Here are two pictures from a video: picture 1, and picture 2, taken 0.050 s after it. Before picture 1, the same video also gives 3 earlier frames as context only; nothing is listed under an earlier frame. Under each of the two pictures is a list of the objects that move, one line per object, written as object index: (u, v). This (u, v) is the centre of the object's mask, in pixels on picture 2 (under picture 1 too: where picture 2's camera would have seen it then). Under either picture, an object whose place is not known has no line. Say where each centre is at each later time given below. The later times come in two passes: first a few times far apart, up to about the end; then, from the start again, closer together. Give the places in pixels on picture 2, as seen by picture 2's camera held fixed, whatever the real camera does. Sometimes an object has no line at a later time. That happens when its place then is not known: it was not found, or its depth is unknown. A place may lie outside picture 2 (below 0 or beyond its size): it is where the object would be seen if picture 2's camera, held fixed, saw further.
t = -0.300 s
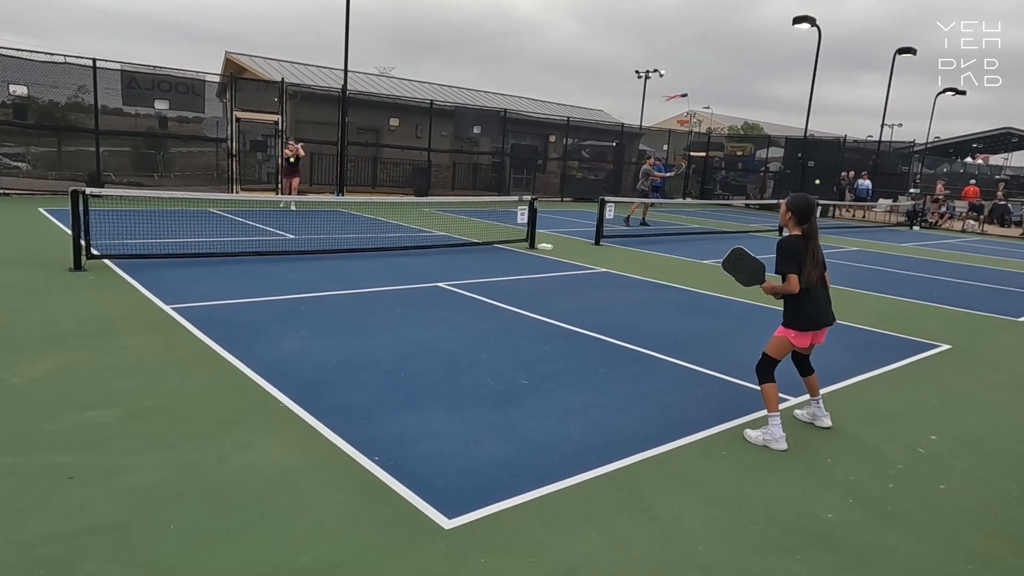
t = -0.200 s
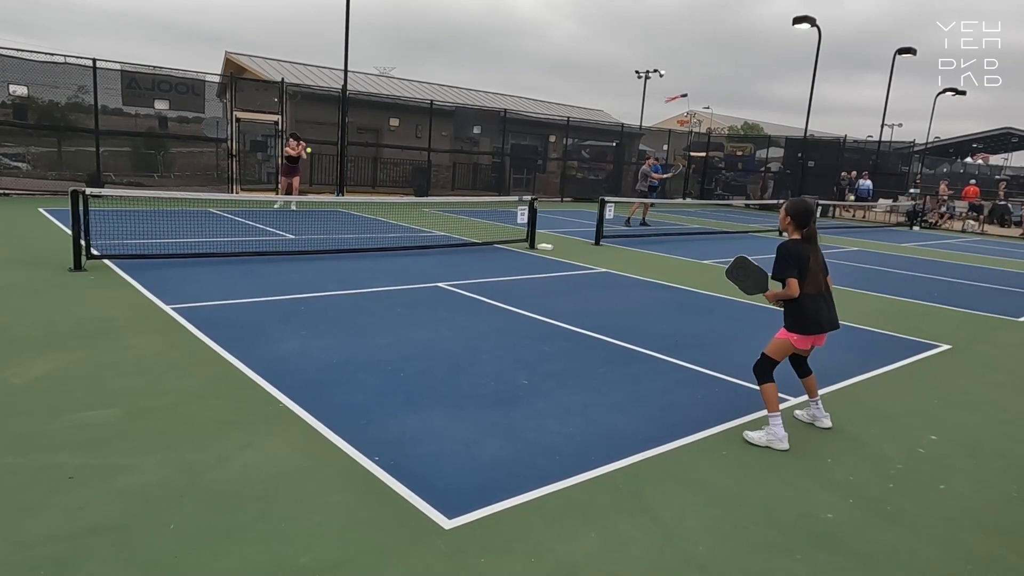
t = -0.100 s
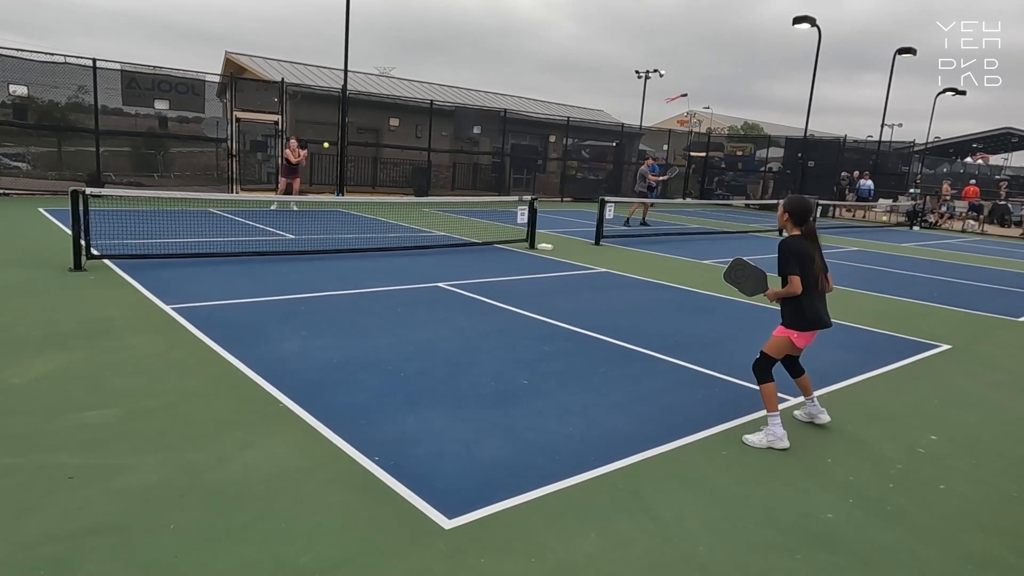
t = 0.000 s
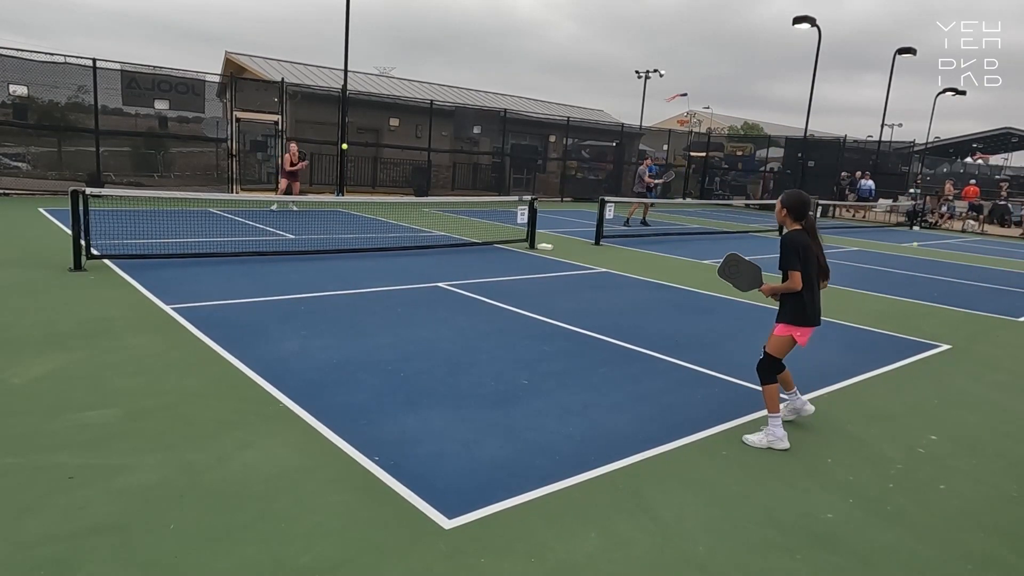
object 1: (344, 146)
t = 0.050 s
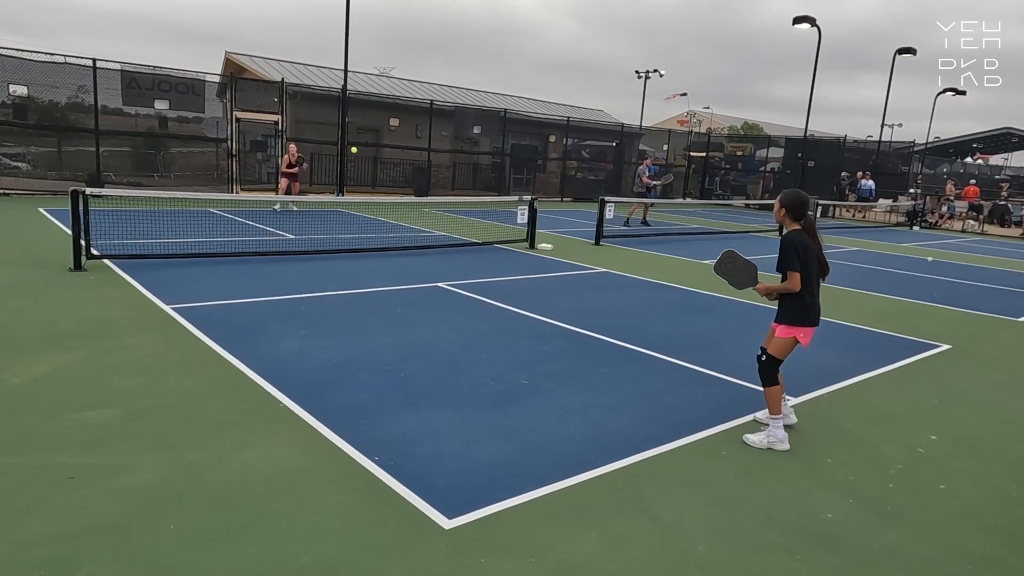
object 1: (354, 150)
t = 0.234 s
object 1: (392, 183)
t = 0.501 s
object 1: (456, 312)
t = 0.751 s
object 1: (516, 294)
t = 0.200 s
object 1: (384, 174)
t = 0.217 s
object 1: (388, 178)
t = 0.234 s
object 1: (392, 183)
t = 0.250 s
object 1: (396, 188)
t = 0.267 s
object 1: (399, 193)
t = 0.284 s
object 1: (403, 199)
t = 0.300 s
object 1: (407, 205)
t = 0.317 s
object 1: (411, 211)
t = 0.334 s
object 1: (414, 218)
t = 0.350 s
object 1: (419, 225)
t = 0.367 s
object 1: (422, 232)
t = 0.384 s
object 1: (426, 241)
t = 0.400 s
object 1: (431, 249)
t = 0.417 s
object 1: (435, 258)
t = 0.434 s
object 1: (439, 268)
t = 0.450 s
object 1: (443, 278)
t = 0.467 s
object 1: (447, 289)
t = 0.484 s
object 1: (452, 300)
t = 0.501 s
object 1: (456, 312)
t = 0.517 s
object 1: (460, 323)
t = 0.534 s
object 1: (464, 318)
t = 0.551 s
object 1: (467, 315)
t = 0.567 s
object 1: (471, 312)
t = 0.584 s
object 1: (475, 308)
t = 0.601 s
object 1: (479, 306)
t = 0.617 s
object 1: (483, 303)
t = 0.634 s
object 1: (487, 301)
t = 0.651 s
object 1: (491, 299)
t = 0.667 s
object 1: (495, 297)
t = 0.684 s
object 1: (499, 296)
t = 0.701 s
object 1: (503, 295)
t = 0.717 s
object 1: (507, 295)
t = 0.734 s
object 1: (512, 295)
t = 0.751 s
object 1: (516, 294)
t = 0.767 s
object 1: (521, 295)
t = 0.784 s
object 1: (525, 296)
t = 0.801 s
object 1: (530, 297)
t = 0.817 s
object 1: (535, 299)
